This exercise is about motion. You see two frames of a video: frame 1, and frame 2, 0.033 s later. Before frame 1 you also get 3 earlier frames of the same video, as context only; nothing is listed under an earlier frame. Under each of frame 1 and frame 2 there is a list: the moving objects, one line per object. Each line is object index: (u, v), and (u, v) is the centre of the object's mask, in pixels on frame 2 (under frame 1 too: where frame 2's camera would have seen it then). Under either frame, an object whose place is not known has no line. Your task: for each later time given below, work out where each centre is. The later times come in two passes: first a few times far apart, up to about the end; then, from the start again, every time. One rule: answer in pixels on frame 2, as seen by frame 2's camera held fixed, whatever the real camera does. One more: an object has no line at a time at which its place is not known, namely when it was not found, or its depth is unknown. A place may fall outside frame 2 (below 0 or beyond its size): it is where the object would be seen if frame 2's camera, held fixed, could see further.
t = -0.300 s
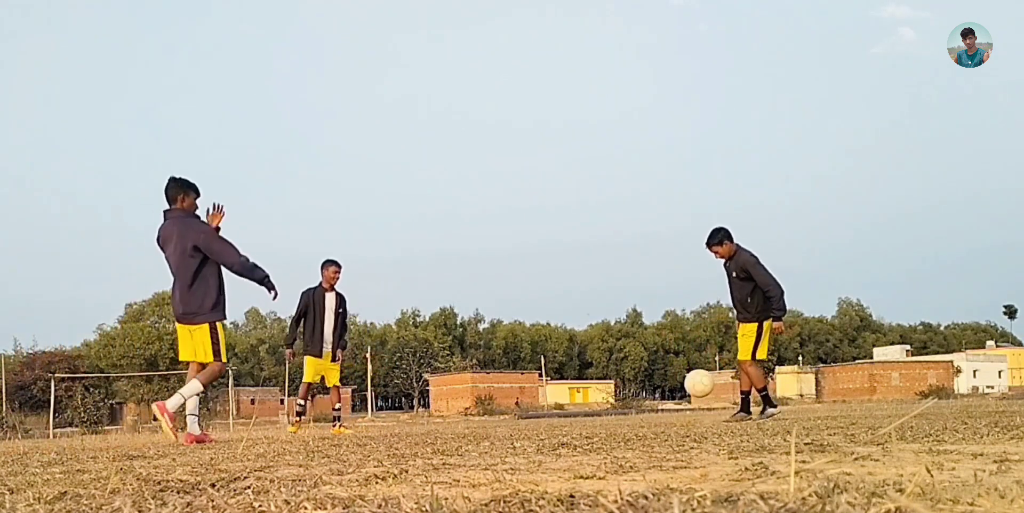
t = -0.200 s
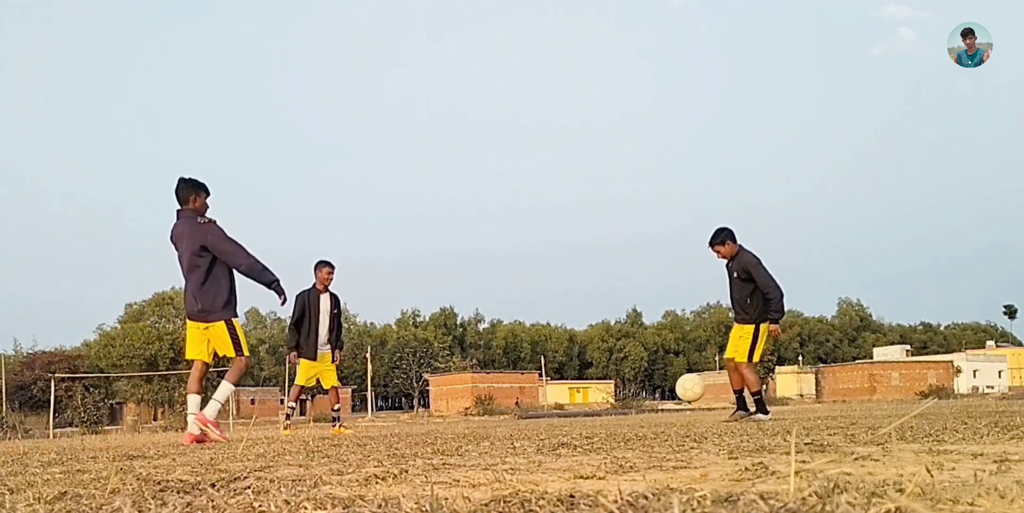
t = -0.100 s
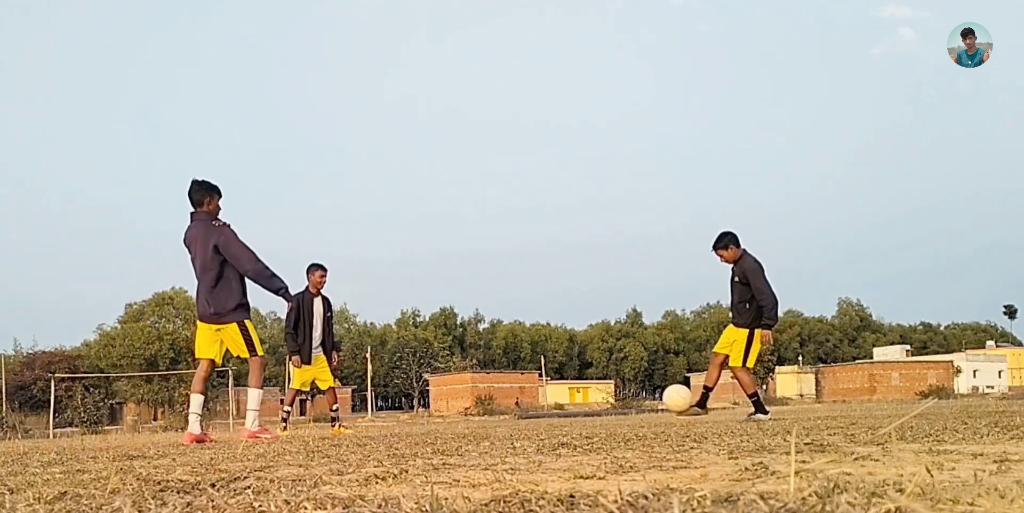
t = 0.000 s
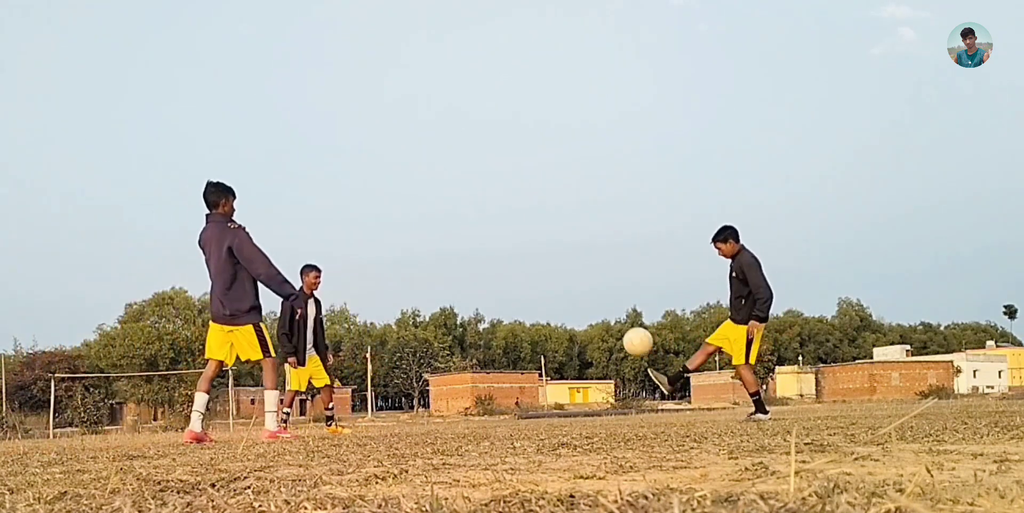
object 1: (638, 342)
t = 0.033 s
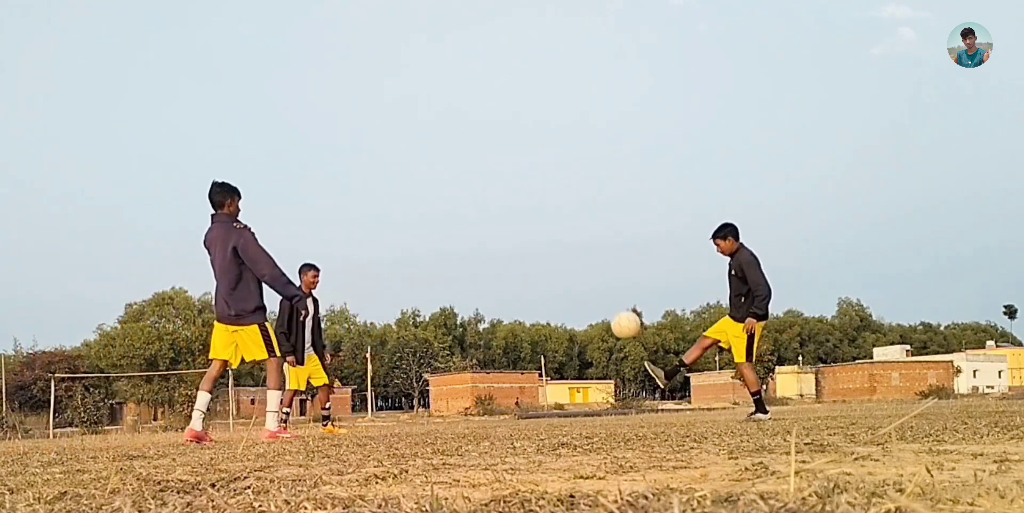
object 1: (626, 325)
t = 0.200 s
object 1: (566, 261)
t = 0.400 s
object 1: (498, 228)
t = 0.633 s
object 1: (422, 251)
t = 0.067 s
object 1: (614, 310)
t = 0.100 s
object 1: (602, 295)
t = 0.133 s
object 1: (590, 283)
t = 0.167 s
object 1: (578, 271)
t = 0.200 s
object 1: (566, 261)
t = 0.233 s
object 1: (555, 252)
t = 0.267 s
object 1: (543, 245)
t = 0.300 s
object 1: (532, 239)
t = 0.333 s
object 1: (520, 234)
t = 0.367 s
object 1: (509, 231)
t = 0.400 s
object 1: (498, 228)
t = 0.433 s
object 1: (487, 227)
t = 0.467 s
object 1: (476, 228)
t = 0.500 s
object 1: (465, 230)
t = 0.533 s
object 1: (454, 233)
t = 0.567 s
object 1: (443, 238)
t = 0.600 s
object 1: (433, 243)
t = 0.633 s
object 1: (422, 251)
